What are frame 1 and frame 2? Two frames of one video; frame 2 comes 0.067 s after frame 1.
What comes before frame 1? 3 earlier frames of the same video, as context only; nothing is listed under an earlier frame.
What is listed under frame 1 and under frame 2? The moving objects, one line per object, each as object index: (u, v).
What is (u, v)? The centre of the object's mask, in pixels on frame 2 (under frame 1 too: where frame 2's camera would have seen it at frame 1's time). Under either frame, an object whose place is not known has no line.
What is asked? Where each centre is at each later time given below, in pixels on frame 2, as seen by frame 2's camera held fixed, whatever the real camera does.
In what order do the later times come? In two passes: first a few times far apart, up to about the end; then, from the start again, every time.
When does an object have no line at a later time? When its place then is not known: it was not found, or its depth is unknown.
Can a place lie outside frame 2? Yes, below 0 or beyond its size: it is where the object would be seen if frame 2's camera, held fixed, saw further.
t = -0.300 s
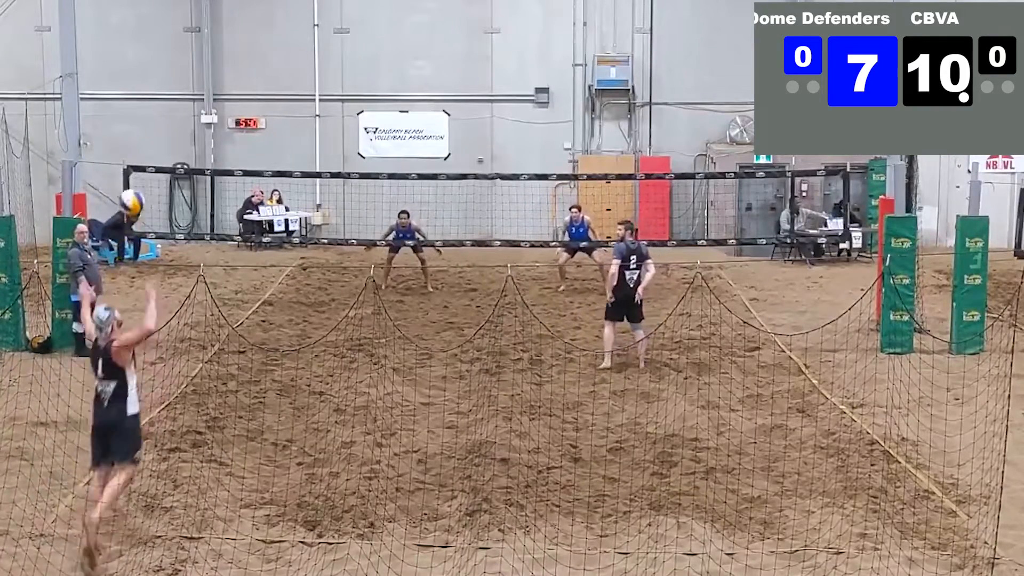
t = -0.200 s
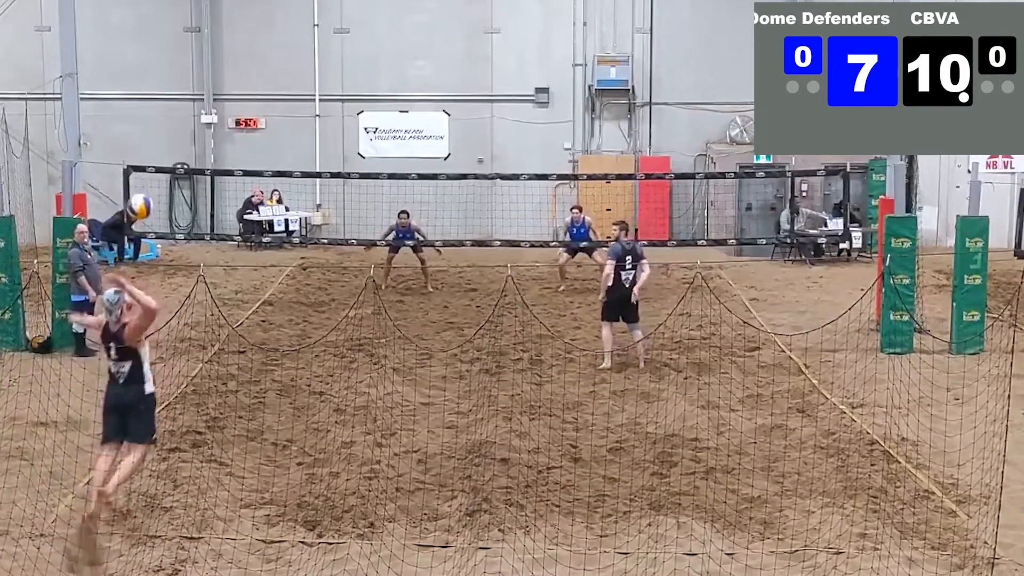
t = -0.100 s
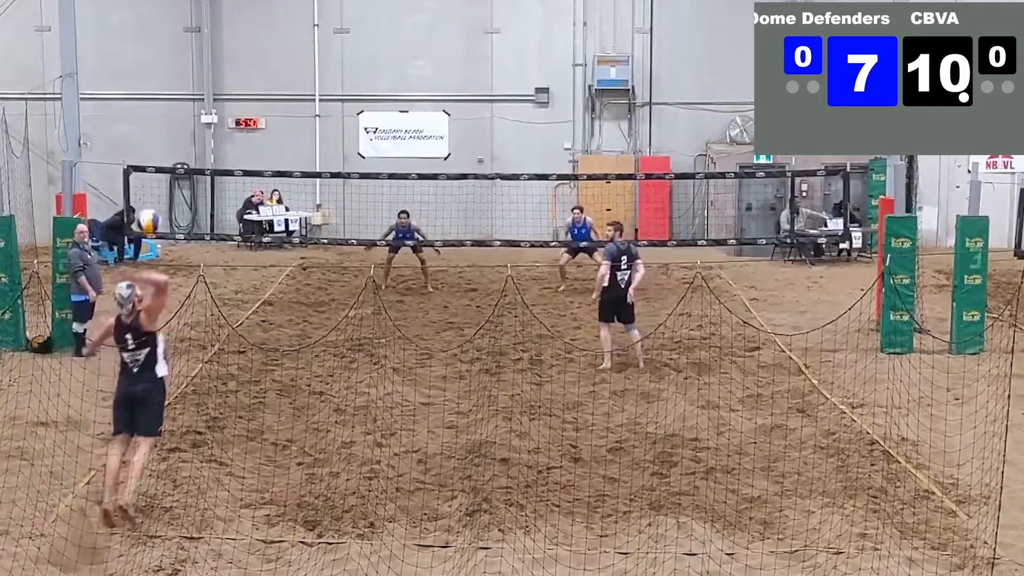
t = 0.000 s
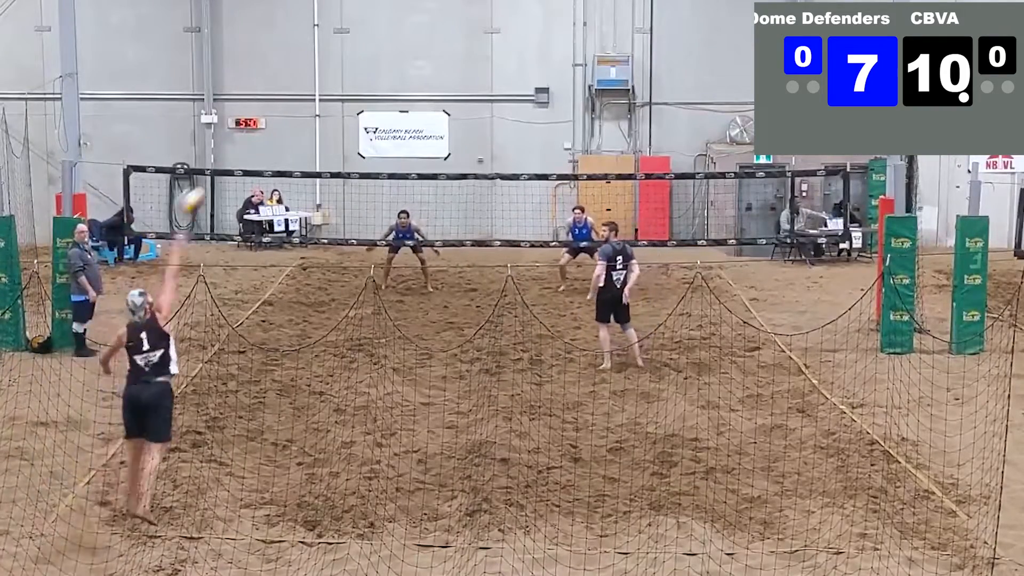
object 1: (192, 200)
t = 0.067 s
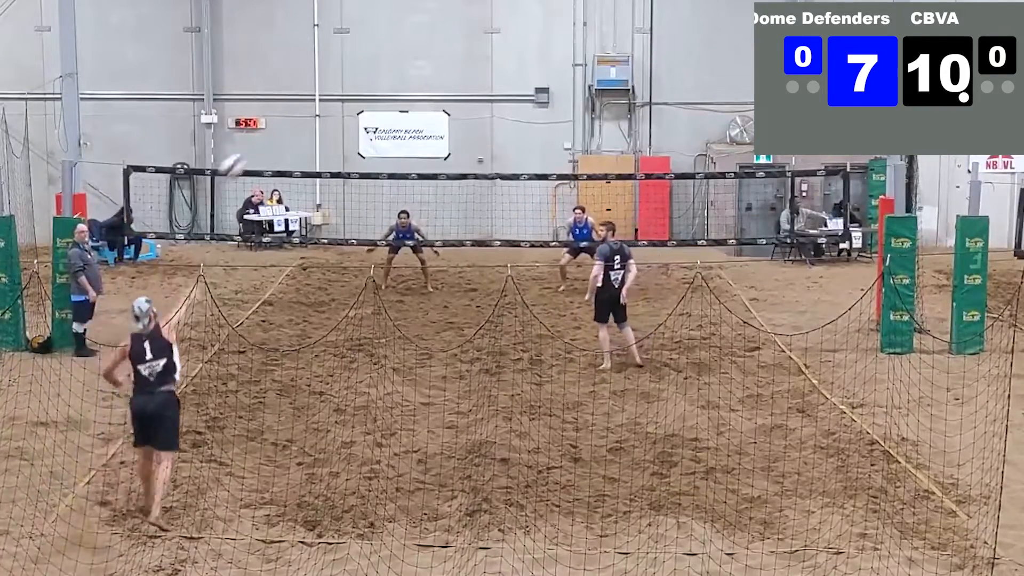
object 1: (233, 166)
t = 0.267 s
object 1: (332, 106)
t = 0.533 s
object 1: (424, 93)
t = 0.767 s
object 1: (475, 125)
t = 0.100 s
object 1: (253, 152)
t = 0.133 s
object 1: (270, 139)
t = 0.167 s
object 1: (288, 130)
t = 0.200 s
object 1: (303, 121)
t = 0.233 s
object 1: (318, 113)
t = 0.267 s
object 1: (332, 106)
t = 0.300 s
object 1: (345, 100)
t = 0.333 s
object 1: (358, 96)
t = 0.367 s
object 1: (370, 93)
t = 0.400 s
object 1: (382, 92)
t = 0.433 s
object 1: (394, 92)
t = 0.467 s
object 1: (404, 91)
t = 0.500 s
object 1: (413, 92)
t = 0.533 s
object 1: (424, 93)
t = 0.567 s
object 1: (433, 96)
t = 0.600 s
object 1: (440, 100)
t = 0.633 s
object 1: (448, 103)
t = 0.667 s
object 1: (455, 108)
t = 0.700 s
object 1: (463, 113)
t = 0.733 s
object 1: (469, 119)
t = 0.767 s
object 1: (475, 125)
